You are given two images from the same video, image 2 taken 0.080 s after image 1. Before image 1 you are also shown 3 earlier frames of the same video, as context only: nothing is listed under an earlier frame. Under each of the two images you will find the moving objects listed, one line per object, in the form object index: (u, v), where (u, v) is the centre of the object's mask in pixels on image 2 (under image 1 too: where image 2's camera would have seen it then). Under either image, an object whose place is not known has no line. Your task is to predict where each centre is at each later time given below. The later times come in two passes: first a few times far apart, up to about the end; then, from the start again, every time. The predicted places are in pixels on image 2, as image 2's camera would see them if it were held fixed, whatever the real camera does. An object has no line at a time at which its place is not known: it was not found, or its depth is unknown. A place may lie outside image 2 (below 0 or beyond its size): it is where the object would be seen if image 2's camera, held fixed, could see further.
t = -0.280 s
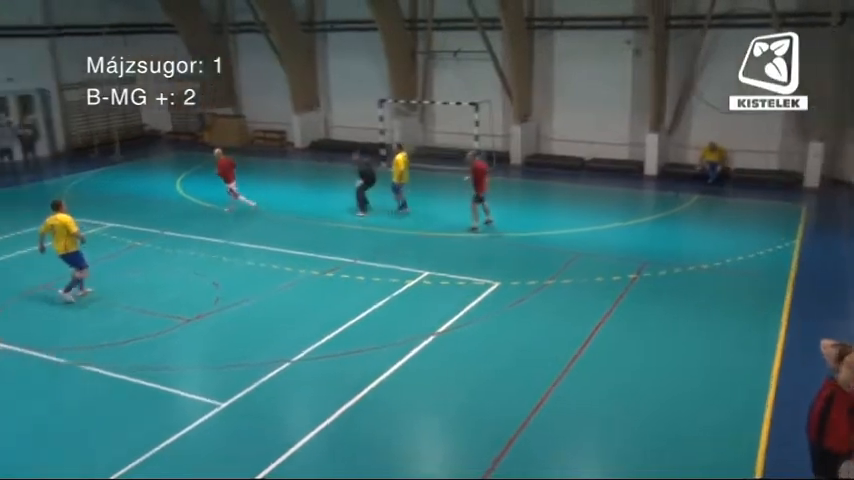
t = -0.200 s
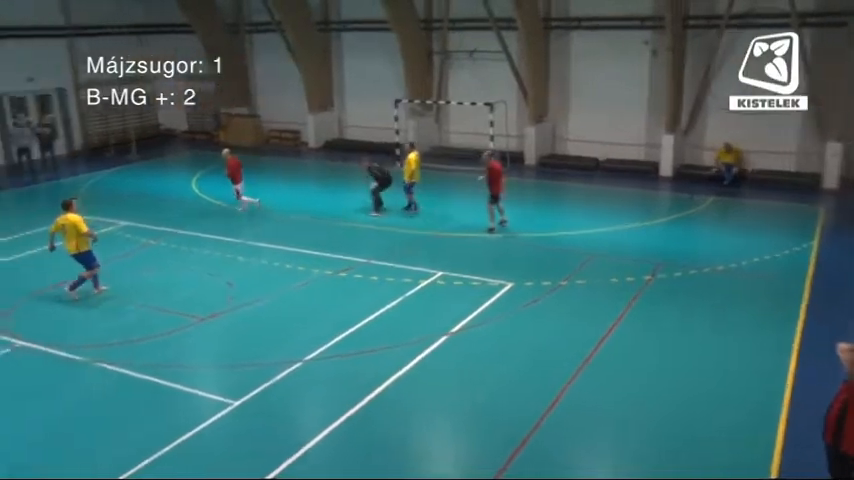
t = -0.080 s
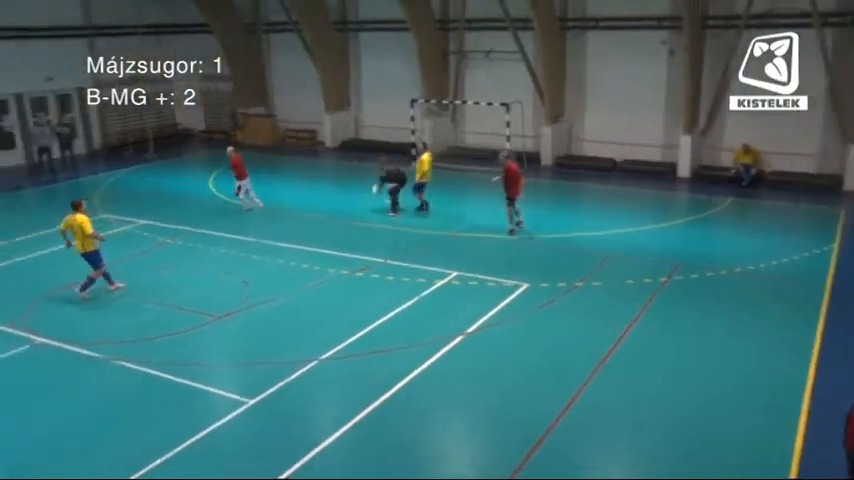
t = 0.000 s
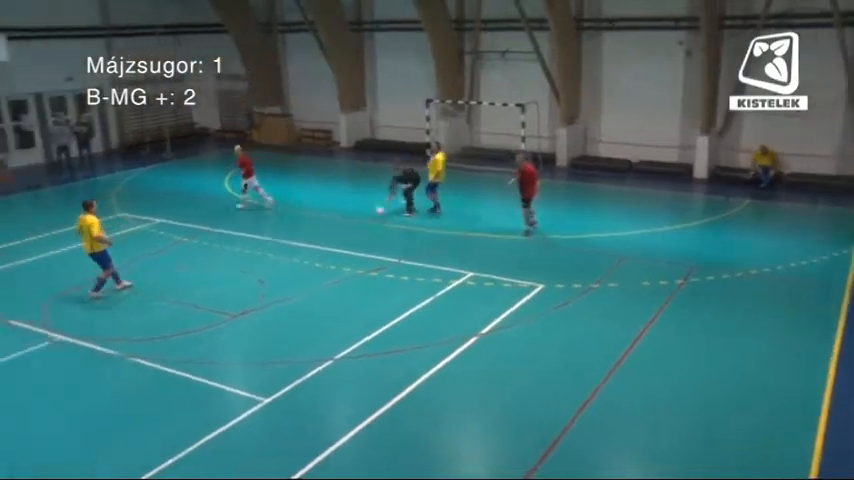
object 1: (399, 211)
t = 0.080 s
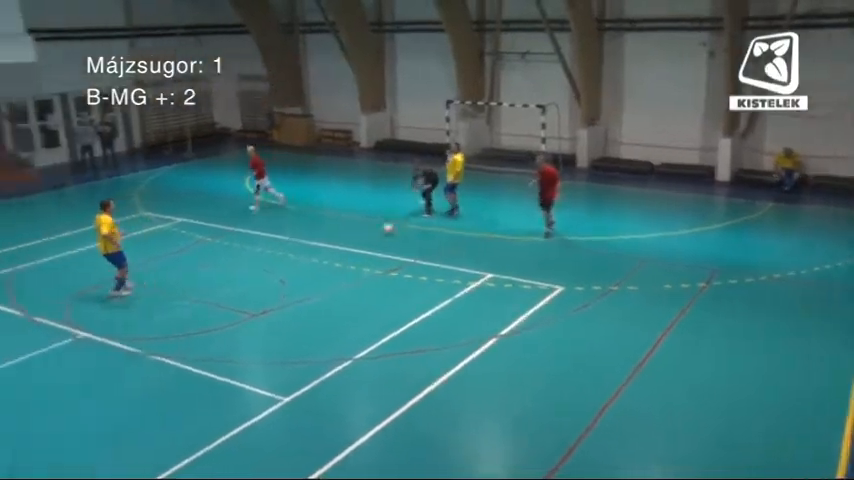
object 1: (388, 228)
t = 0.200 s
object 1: (367, 241)
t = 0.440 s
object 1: (320, 289)
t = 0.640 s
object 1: (268, 333)
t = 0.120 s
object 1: (381, 232)
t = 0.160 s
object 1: (373, 237)
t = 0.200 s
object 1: (367, 241)
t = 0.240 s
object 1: (361, 248)
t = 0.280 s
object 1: (353, 256)
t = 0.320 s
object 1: (345, 266)
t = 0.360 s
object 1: (337, 277)
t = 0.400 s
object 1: (328, 284)
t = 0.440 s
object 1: (320, 289)
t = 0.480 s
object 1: (310, 295)
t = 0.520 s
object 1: (301, 303)
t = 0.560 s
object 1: (290, 311)
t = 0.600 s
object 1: (279, 323)
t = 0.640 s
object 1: (268, 333)
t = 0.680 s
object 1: (257, 345)
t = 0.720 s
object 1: (246, 354)
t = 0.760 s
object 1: (233, 362)
